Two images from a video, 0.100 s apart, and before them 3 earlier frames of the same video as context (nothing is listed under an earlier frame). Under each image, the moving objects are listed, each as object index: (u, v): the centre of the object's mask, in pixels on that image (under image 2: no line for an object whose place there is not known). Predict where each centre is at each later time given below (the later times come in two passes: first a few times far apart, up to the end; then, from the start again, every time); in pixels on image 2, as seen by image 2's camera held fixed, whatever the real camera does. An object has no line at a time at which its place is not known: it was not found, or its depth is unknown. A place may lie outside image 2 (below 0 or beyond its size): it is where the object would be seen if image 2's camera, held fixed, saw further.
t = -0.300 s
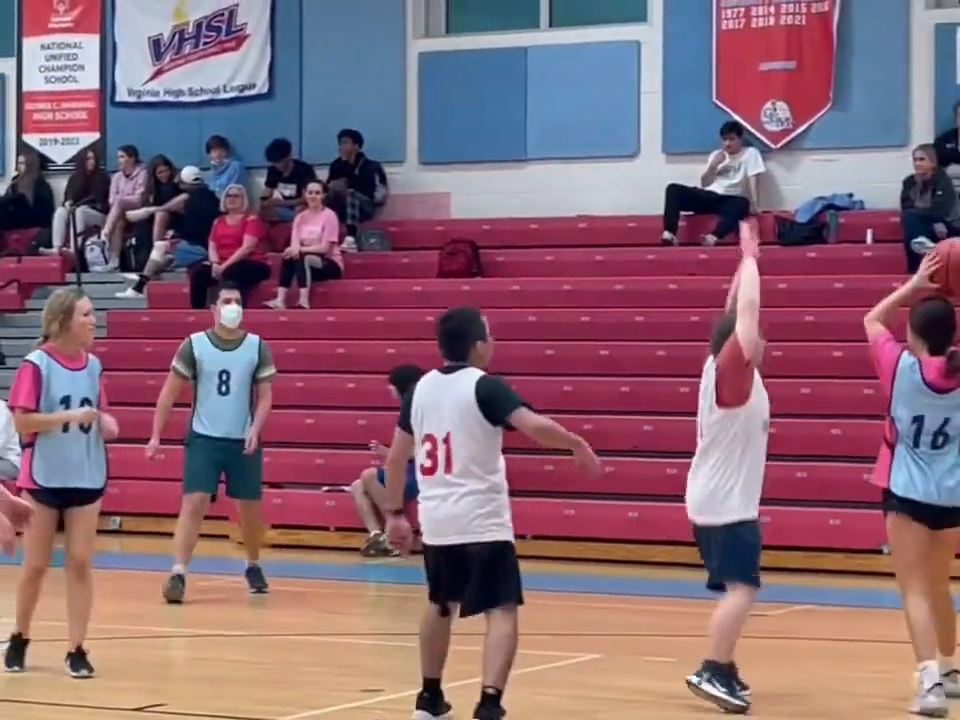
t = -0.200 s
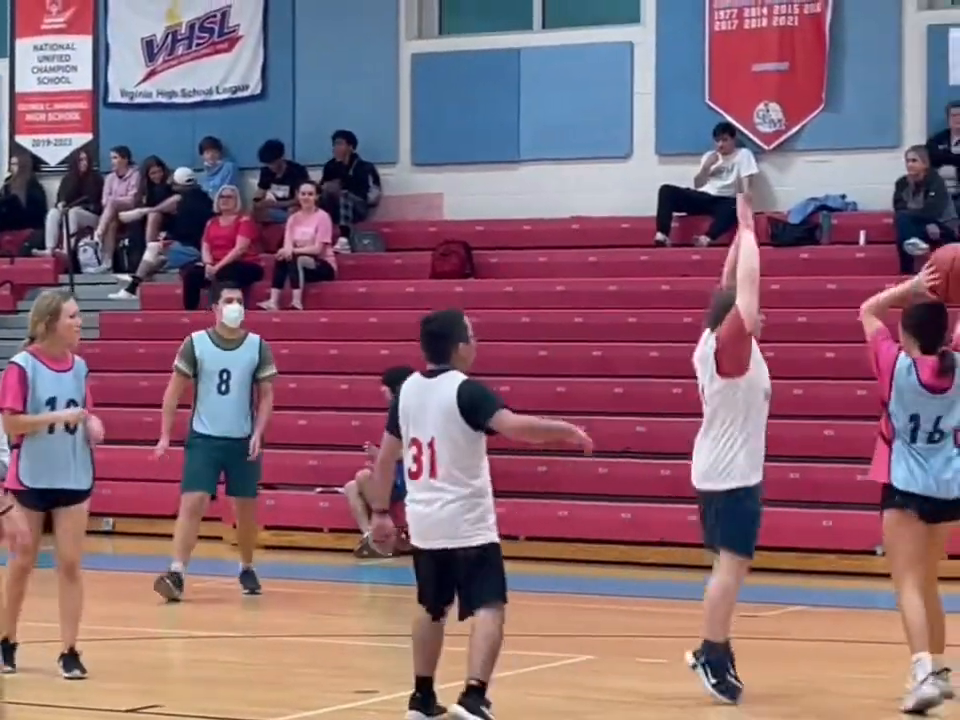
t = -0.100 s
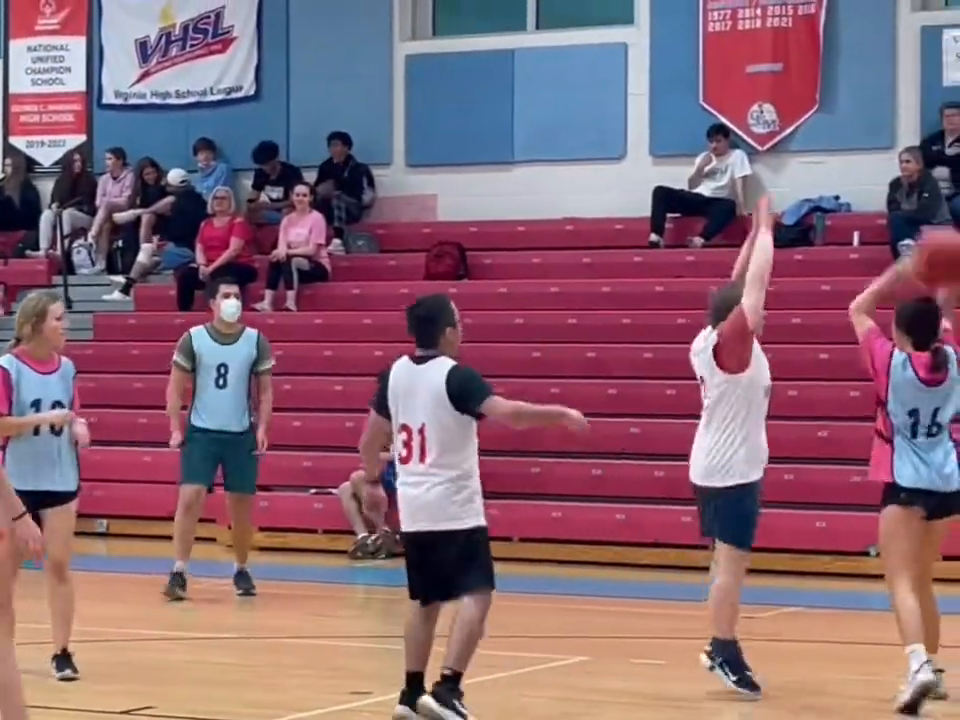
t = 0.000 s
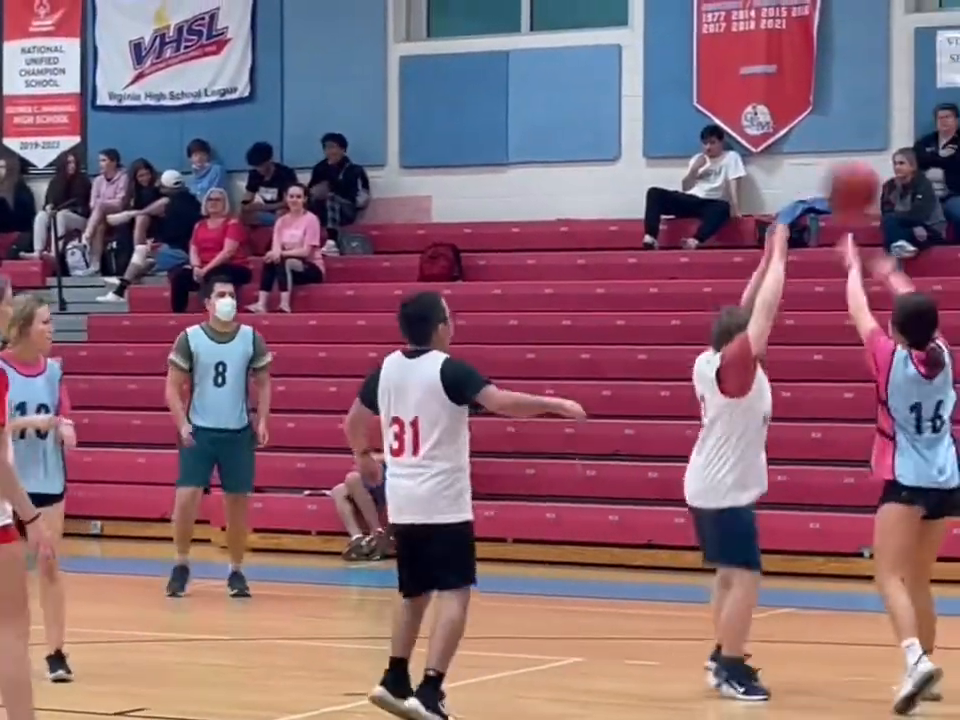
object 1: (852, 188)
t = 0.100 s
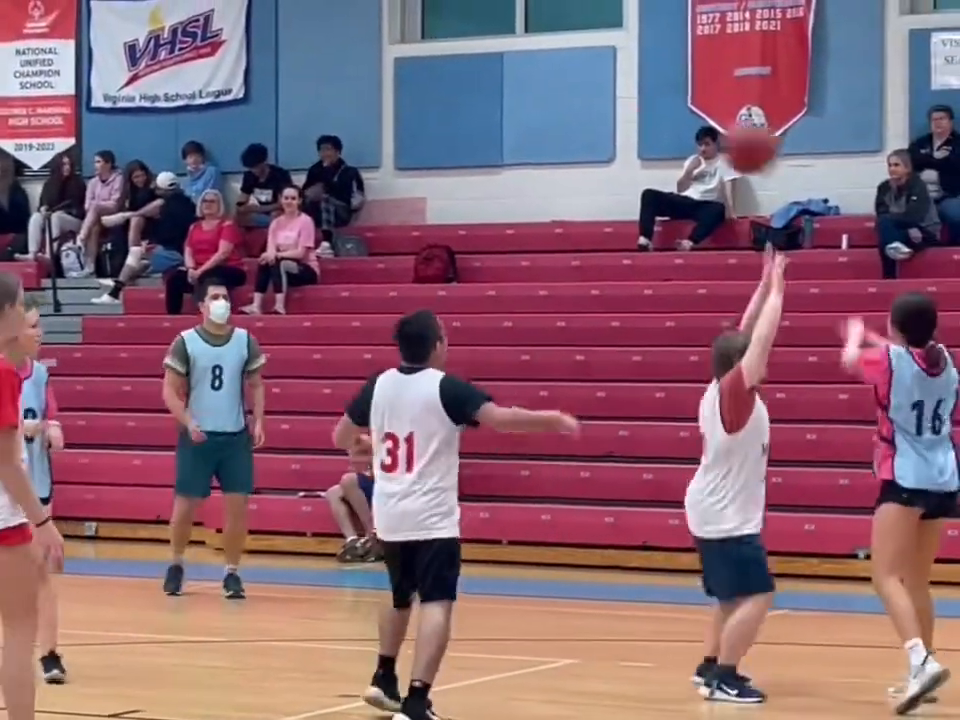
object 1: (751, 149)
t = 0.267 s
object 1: (605, 132)
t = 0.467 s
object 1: (460, 188)
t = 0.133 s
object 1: (716, 138)
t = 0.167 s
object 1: (686, 133)
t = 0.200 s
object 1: (658, 131)
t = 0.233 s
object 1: (630, 130)
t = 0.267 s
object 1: (605, 132)
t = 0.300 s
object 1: (578, 136)
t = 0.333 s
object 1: (554, 142)
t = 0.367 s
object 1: (529, 150)
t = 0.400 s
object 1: (505, 161)
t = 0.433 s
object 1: (482, 174)
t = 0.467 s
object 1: (460, 188)
